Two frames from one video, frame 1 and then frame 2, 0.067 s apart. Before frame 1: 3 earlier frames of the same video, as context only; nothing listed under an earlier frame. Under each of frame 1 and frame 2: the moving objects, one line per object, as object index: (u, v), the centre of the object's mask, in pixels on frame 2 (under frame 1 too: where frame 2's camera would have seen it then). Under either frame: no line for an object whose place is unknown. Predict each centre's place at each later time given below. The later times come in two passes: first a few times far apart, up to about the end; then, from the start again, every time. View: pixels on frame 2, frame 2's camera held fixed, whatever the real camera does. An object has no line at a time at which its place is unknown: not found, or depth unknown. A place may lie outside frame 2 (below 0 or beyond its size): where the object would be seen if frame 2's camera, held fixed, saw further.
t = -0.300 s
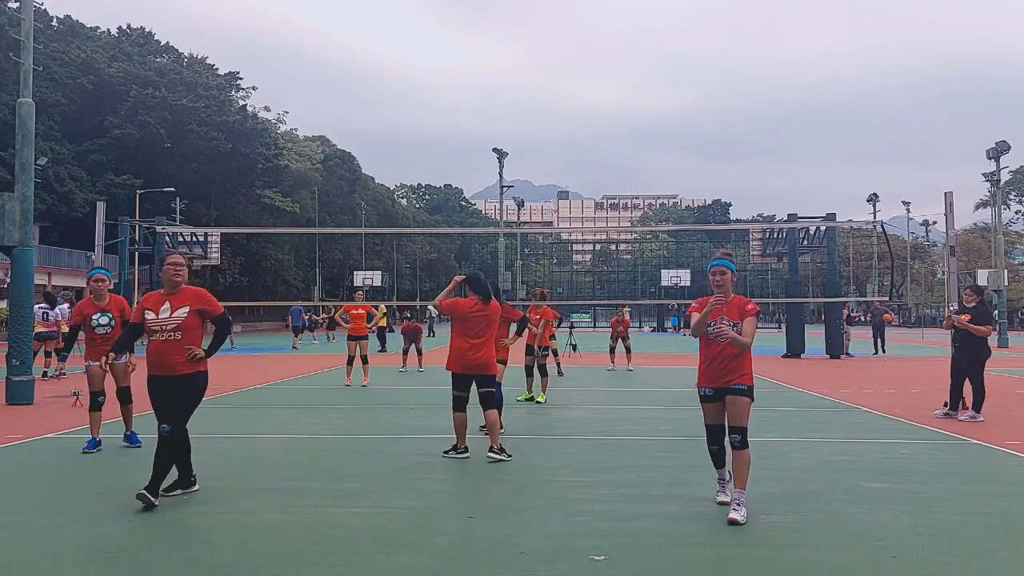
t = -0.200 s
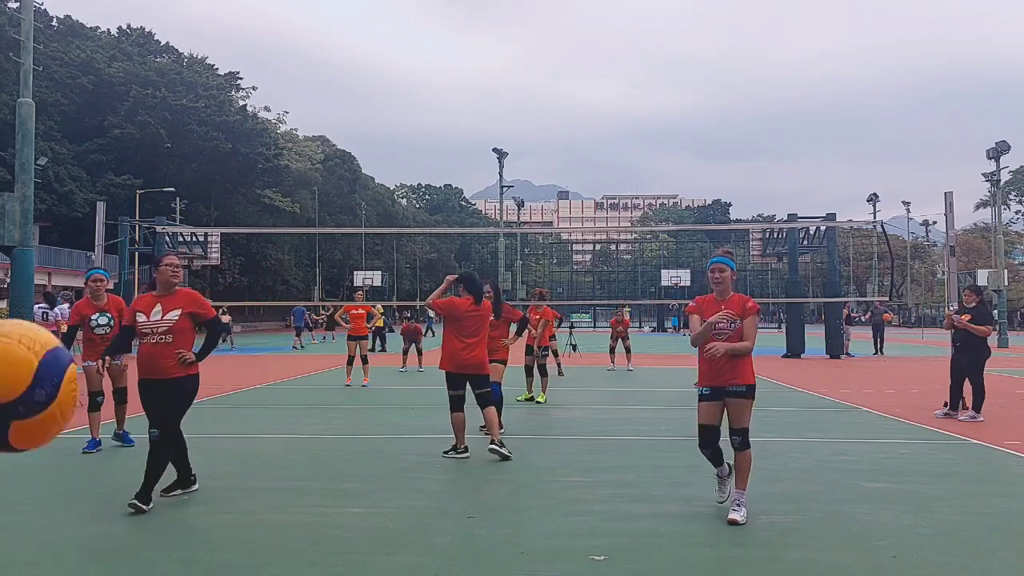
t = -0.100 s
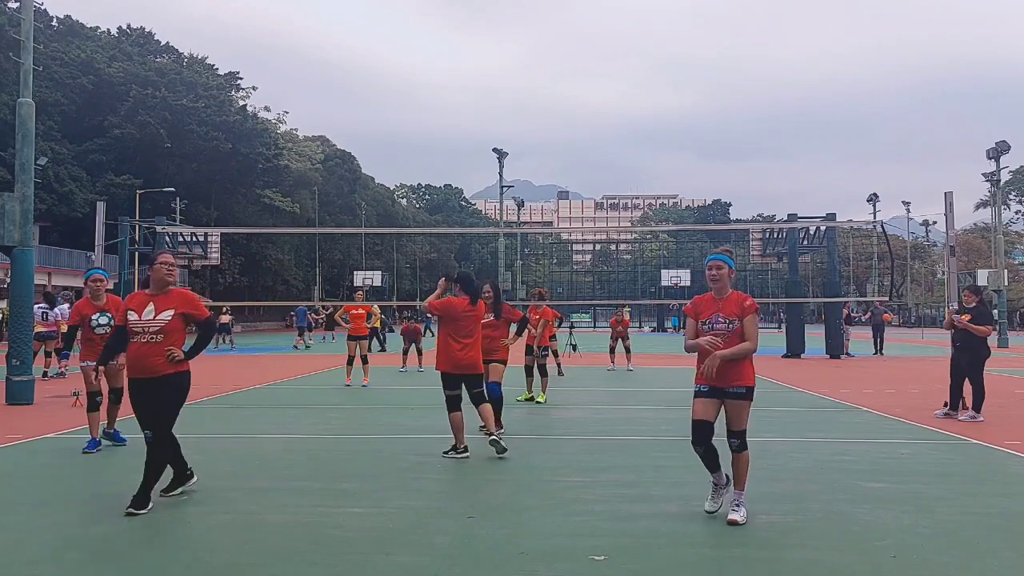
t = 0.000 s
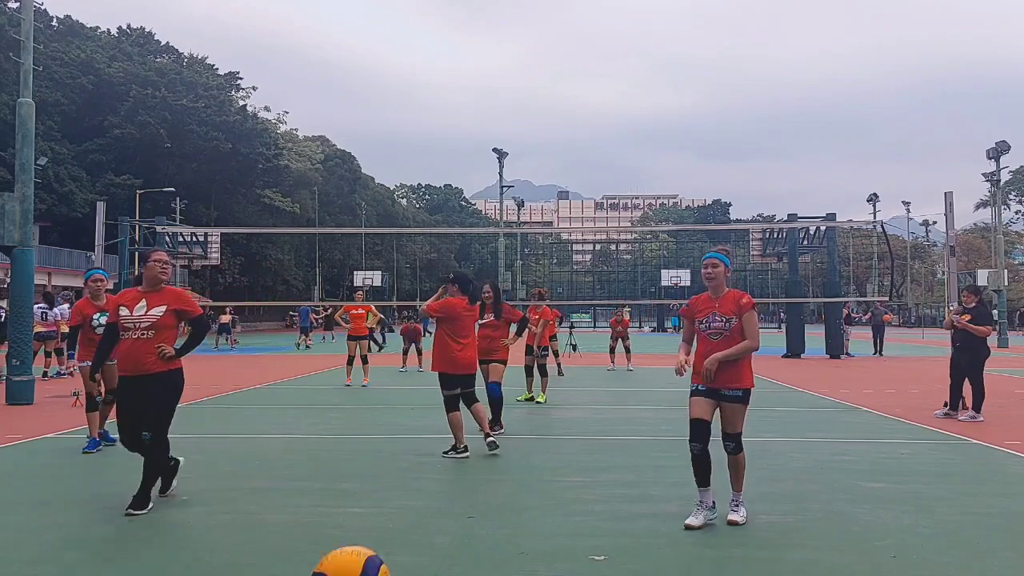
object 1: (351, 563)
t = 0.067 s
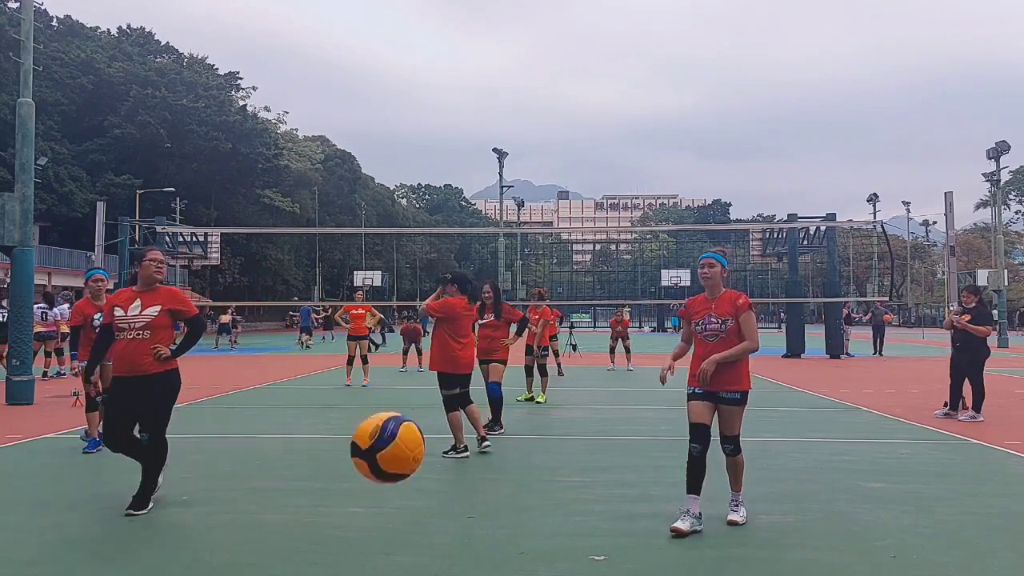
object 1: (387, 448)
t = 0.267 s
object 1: (476, 194)
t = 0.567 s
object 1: (567, 101)
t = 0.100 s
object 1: (404, 390)
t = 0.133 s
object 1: (421, 339)
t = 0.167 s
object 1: (437, 294)
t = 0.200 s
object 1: (450, 256)
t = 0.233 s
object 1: (464, 223)
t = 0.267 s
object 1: (476, 194)
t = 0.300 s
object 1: (489, 170)
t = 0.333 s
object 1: (500, 149)
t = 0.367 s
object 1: (511, 133)
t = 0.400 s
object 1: (521, 120)
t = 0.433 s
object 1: (531, 110)
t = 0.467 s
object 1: (541, 104)
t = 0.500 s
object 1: (550, 100)
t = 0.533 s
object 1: (559, 100)
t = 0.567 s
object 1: (567, 101)
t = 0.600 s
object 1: (575, 106)
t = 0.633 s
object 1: (583, 112)
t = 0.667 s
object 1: (590, 121)
